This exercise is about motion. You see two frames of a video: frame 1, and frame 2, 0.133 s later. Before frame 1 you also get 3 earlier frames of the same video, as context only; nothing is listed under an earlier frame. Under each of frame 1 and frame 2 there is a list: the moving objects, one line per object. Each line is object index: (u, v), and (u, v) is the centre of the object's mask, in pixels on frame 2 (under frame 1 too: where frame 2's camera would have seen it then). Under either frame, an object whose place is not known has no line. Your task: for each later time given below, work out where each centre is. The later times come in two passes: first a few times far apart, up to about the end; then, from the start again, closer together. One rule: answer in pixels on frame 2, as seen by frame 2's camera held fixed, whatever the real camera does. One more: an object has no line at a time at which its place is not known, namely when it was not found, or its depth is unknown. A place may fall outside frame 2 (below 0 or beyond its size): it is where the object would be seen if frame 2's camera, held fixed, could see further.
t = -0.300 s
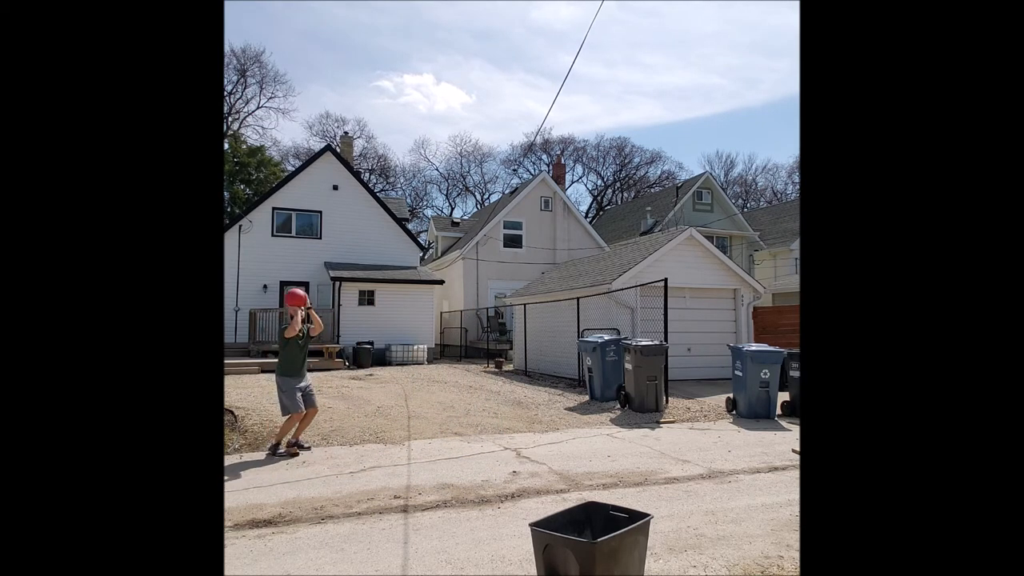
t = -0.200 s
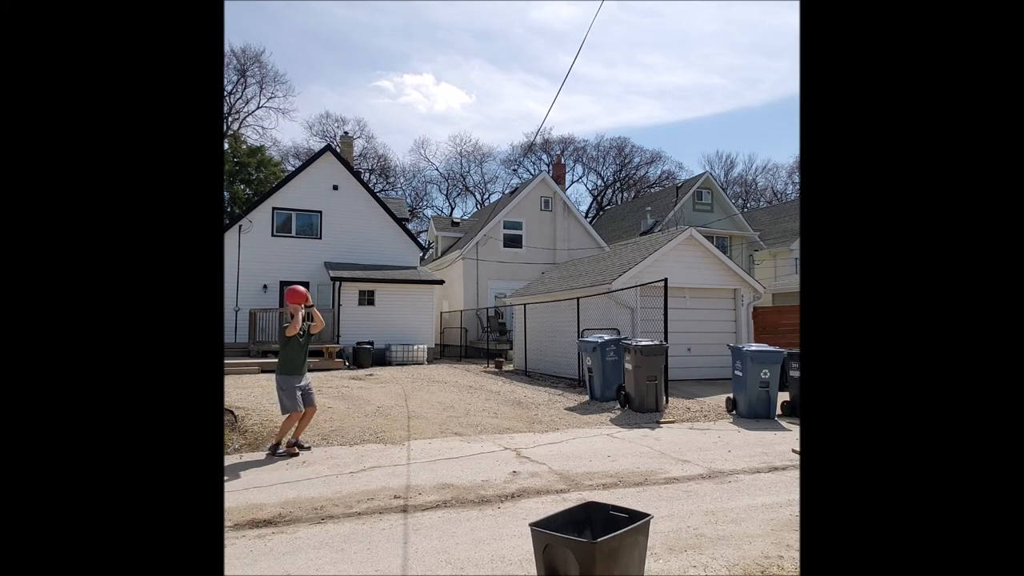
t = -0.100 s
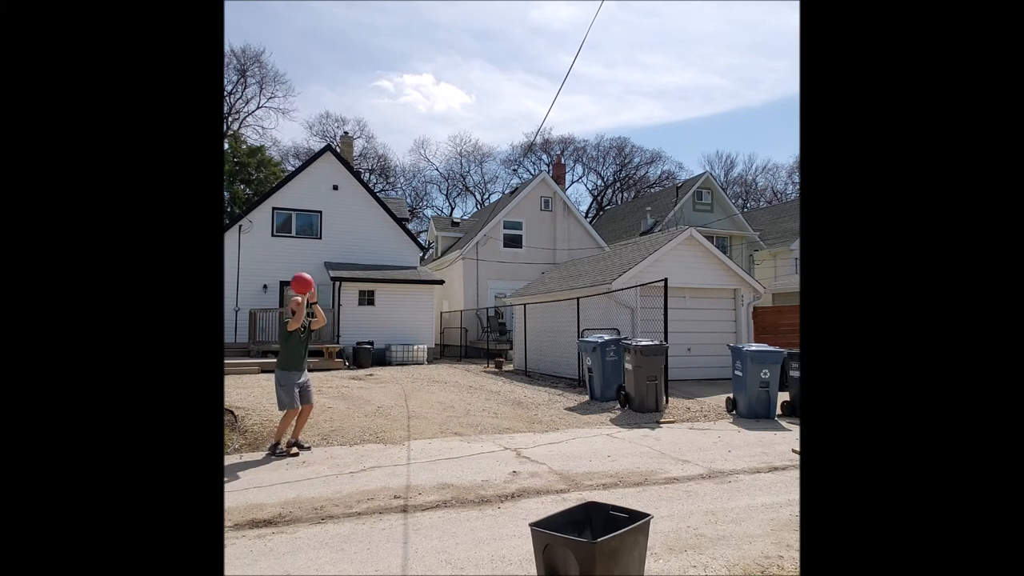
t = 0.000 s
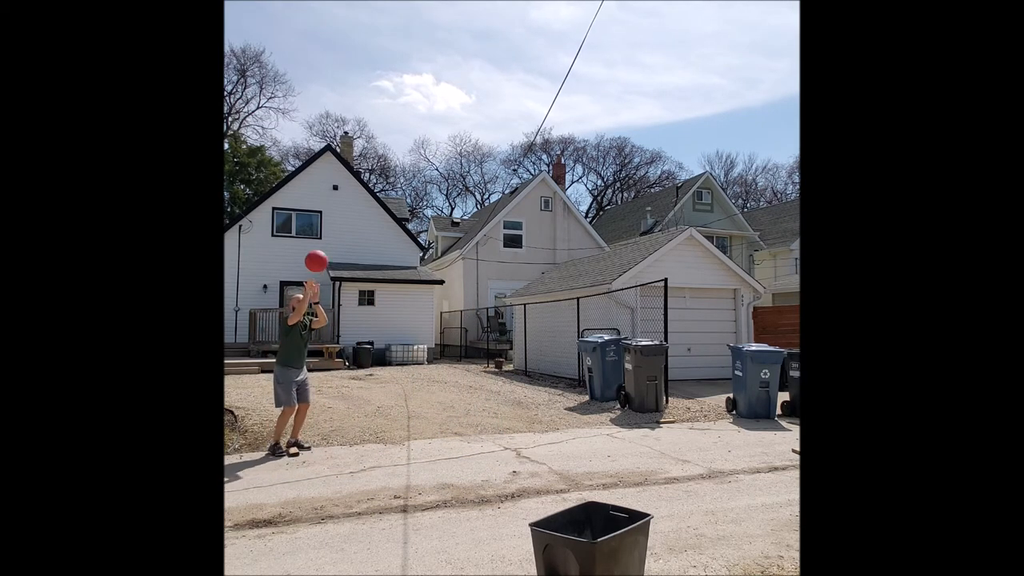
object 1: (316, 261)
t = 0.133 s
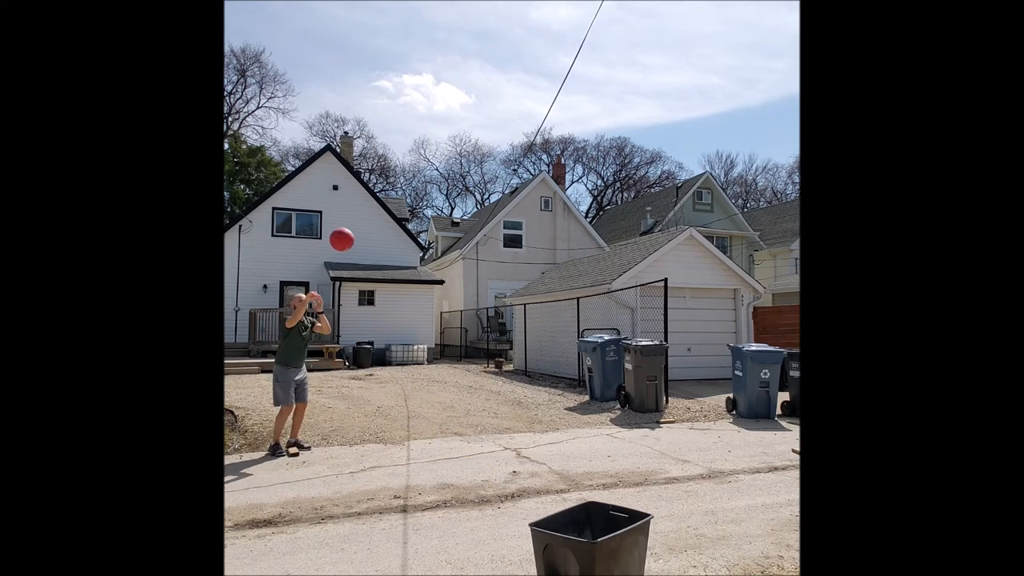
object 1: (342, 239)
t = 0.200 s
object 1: (356, 235)
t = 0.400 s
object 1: (403, 251)
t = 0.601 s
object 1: (462, 328)
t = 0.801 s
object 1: (538, 500)
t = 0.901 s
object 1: (559, 495)
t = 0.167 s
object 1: (349, 236)
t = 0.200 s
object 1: (356, 235)
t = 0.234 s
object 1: (363, 234)
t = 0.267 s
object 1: (371, 235)
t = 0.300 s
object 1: (378, 236)
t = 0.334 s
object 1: (386, 240)
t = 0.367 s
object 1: (395, 244)
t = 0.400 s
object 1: (403, 251)
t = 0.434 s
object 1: (412, 259)
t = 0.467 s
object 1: (422, 268)
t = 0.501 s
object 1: (431, 280)
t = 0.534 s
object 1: (441, 293)
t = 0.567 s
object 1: (451, 310)
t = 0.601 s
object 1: (462, 328)
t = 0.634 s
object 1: (473, 349)
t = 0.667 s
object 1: (485, 372)
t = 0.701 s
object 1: (497, 399)
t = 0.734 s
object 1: (510, 429)
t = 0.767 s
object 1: (524, 464)
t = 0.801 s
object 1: (538, 500)
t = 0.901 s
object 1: (559, 495)
